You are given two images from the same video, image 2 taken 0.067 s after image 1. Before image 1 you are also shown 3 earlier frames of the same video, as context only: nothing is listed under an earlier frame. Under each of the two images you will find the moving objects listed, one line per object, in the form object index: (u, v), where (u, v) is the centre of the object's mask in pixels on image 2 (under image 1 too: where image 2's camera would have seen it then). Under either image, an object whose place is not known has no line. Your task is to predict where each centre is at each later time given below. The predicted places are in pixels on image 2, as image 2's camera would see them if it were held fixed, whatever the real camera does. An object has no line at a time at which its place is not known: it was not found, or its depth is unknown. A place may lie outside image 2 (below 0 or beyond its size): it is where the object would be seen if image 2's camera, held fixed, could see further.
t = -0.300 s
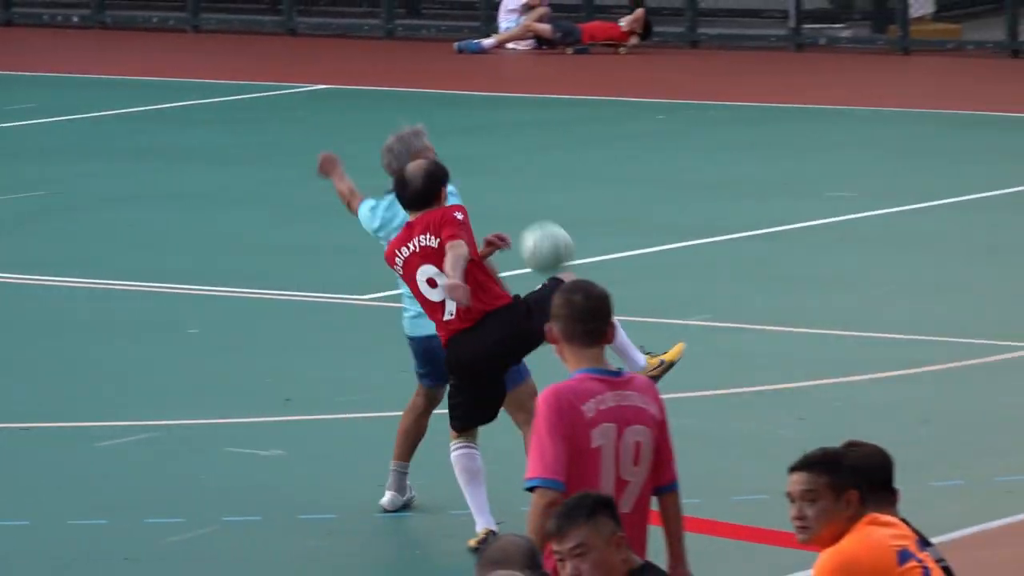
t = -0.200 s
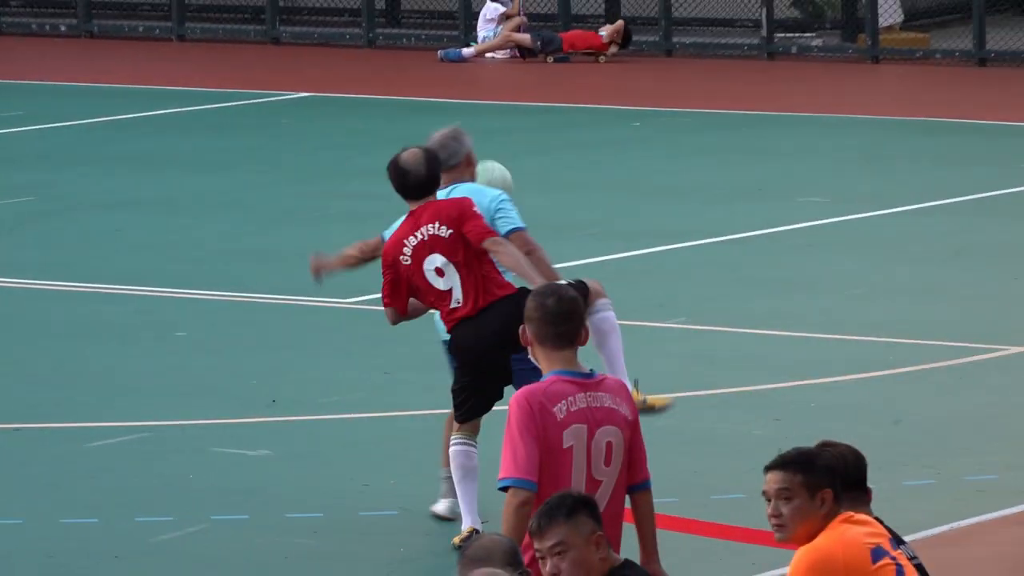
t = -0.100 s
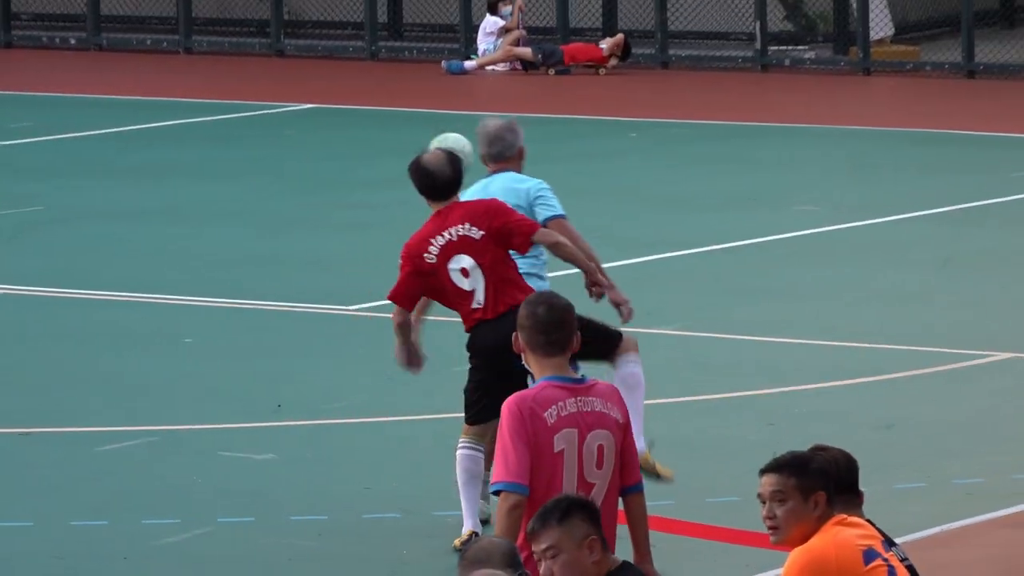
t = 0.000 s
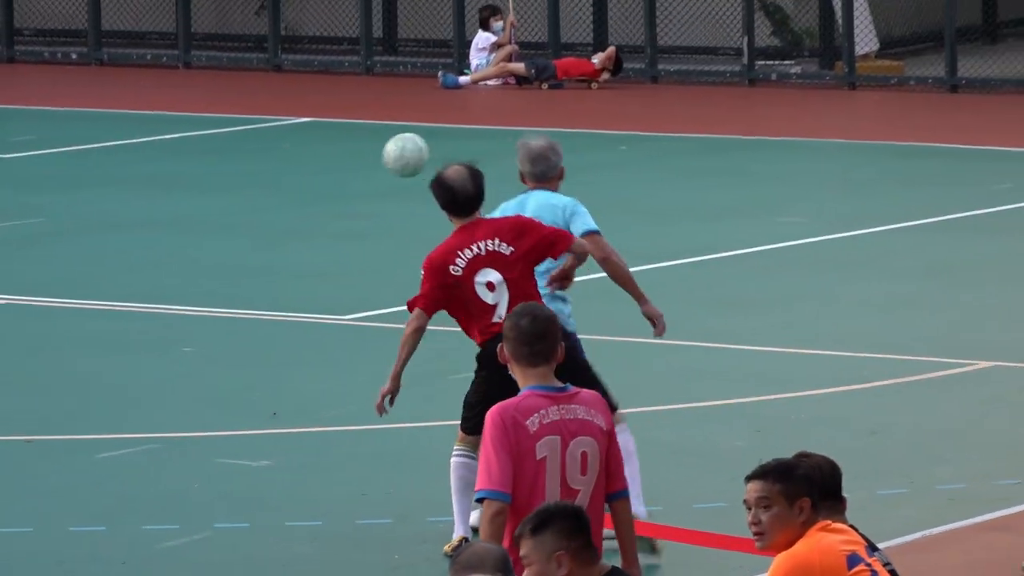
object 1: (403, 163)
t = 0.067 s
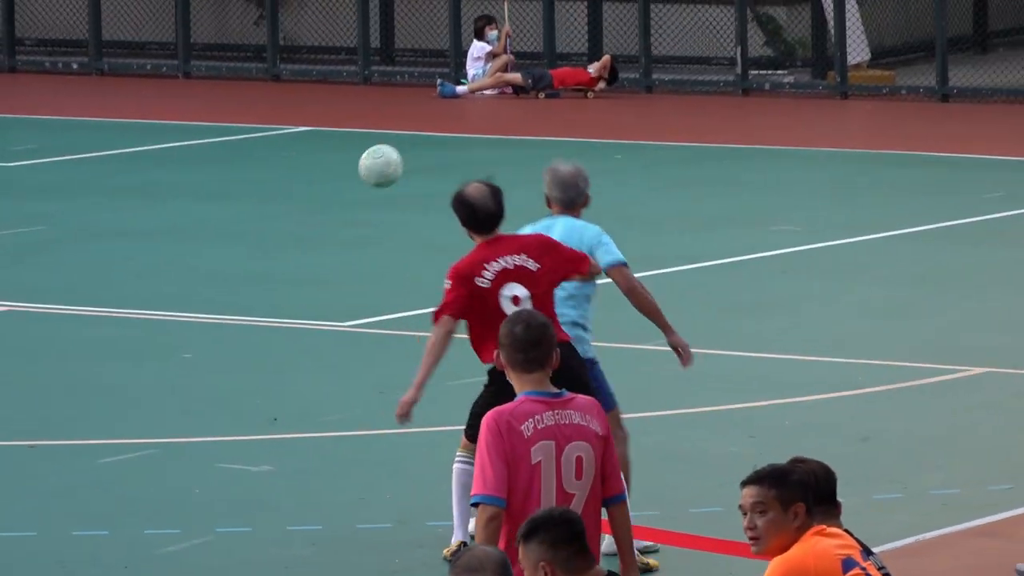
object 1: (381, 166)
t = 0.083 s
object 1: (375, 168)
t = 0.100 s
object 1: (368, 171)
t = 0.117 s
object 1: (363, 175)
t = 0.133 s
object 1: (357, 179)
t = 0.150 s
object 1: (352, 183)
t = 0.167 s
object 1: (347, 188)
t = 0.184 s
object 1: (342, 193)
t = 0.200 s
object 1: (336, 199)
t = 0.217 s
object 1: (331, 205)
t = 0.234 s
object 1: (325, 213)
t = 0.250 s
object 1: (318, 221)
